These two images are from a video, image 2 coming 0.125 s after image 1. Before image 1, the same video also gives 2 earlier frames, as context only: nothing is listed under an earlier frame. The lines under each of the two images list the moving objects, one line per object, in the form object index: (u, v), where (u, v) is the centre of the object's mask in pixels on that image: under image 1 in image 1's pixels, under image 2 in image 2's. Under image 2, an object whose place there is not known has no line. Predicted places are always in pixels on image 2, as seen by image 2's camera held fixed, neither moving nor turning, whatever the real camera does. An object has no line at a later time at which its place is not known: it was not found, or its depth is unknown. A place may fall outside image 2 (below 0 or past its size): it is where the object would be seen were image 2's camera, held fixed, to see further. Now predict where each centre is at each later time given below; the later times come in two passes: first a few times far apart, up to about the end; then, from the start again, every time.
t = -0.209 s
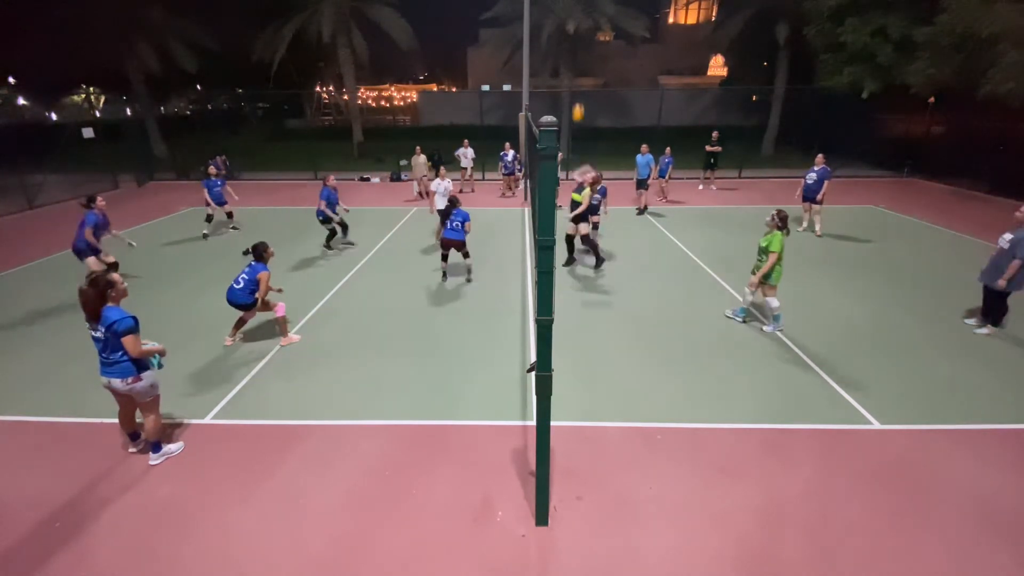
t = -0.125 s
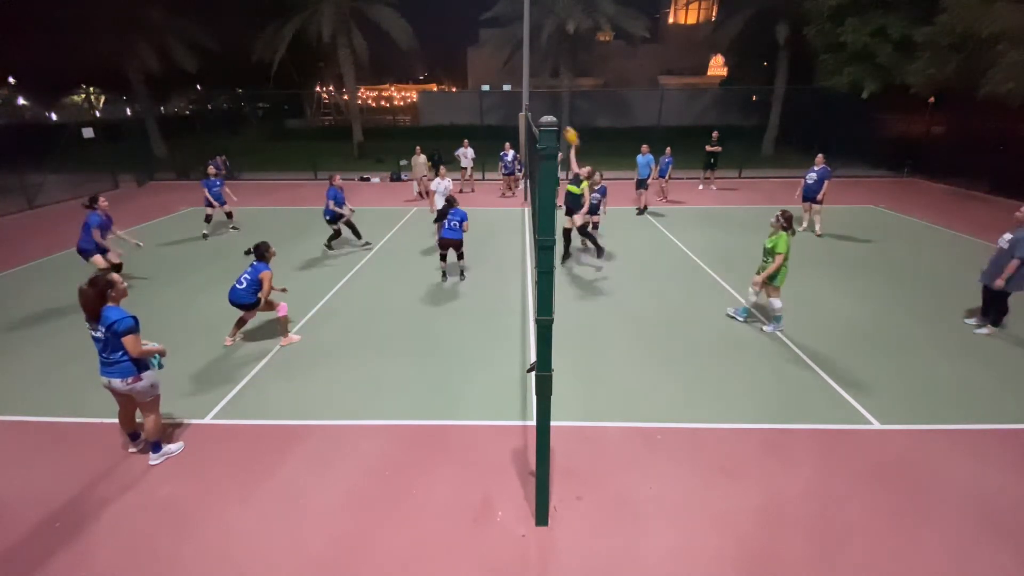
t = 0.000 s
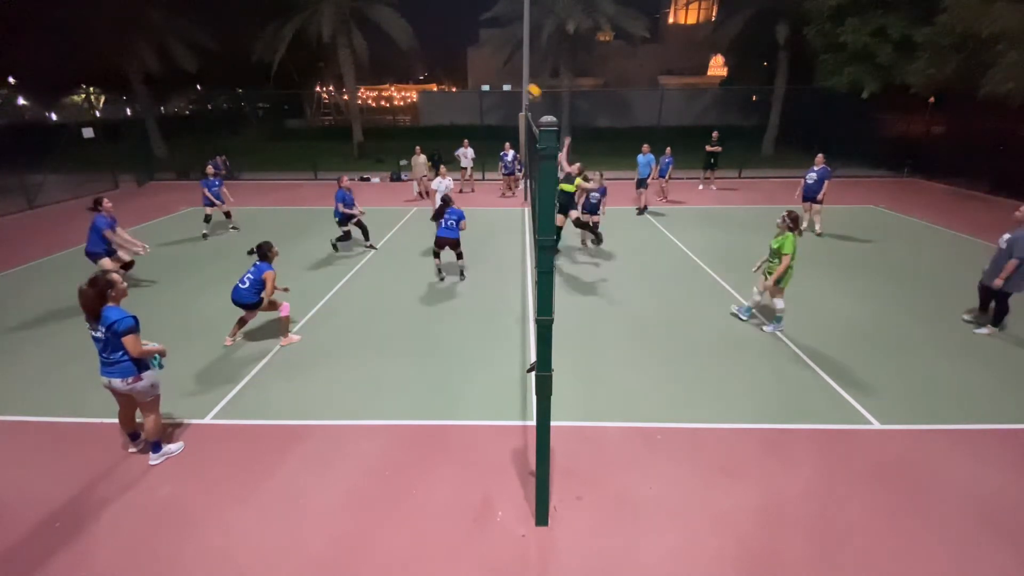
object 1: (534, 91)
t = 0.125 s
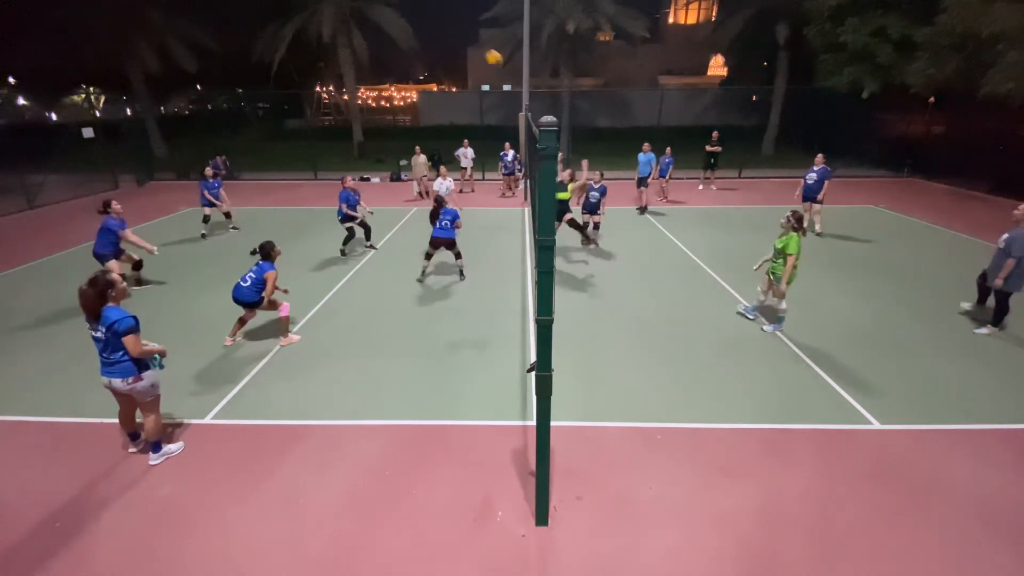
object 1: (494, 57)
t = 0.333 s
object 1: (421, 24)
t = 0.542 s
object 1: (348, 24)
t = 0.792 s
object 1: (265, 73)
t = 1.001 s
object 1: (207, 149)
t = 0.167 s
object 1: (480, 49)
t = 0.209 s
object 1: (465, 40)
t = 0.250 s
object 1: (451, 34)
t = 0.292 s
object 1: (436, 28)
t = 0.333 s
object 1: (421, 24)
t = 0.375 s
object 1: (407, 21)
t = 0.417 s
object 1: (392, 19)
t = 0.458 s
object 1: (377, 19)
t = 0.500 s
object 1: (362, 21)
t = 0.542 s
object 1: (348, 24)
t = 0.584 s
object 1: (333, 28)
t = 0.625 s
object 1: (319, 35)
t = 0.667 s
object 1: (305, 42)
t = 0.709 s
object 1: (291, 52)
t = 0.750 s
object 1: (278, 61)
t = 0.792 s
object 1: (265, 73)
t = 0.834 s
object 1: (252, 86)
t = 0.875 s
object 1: (240, 100)
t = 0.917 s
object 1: (229, 116)
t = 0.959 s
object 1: (218, 132)
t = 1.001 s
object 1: (207, 149)
